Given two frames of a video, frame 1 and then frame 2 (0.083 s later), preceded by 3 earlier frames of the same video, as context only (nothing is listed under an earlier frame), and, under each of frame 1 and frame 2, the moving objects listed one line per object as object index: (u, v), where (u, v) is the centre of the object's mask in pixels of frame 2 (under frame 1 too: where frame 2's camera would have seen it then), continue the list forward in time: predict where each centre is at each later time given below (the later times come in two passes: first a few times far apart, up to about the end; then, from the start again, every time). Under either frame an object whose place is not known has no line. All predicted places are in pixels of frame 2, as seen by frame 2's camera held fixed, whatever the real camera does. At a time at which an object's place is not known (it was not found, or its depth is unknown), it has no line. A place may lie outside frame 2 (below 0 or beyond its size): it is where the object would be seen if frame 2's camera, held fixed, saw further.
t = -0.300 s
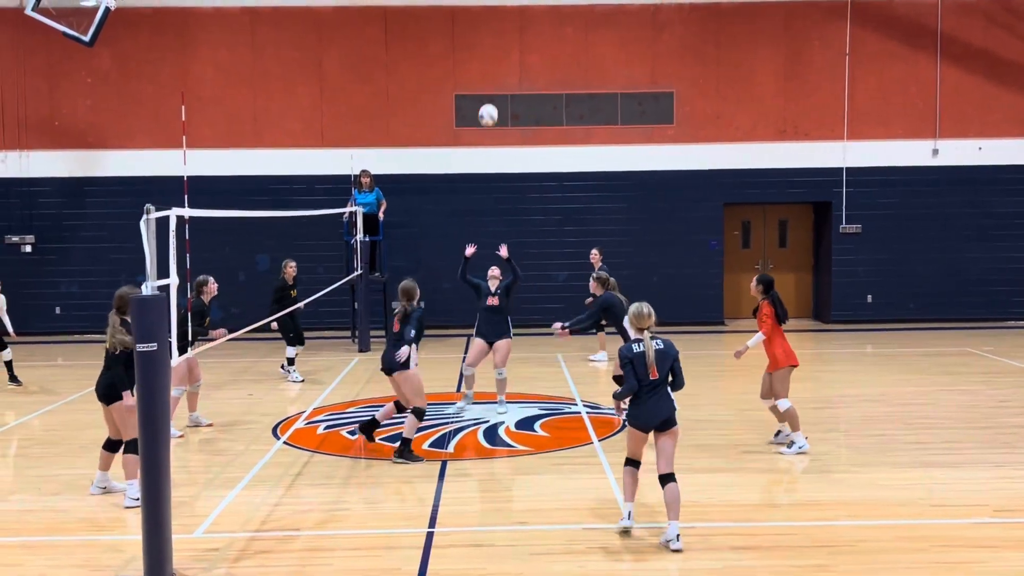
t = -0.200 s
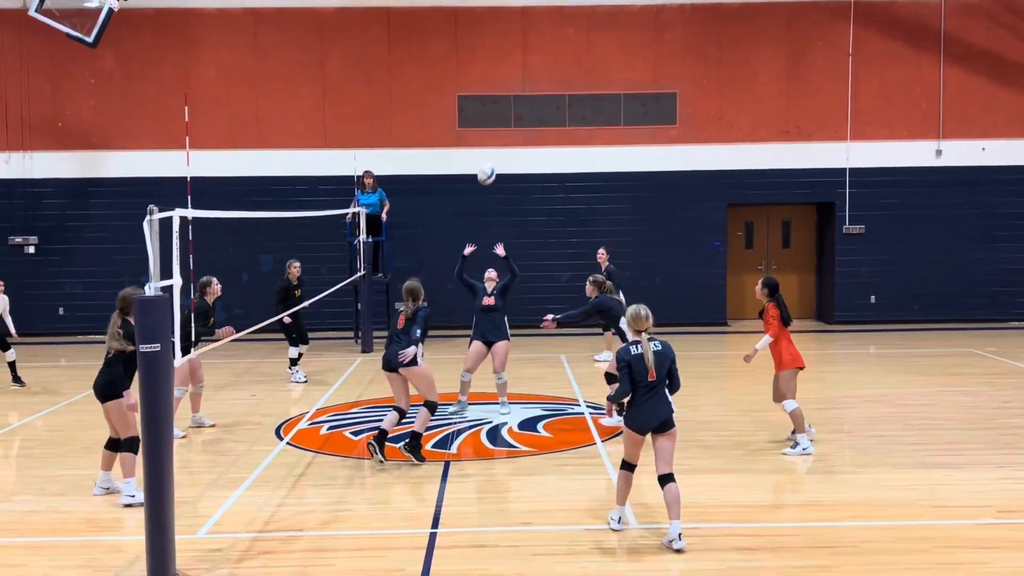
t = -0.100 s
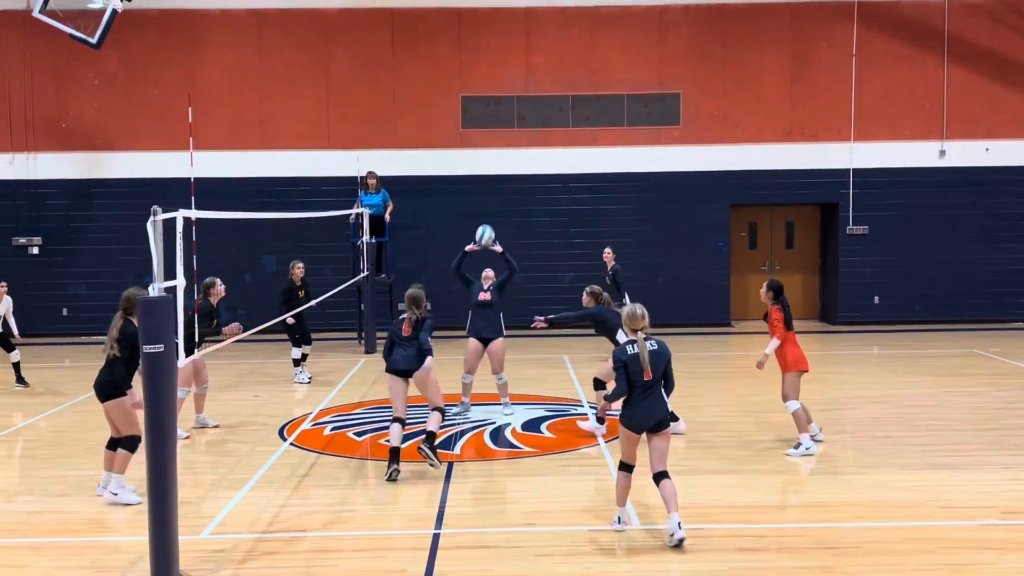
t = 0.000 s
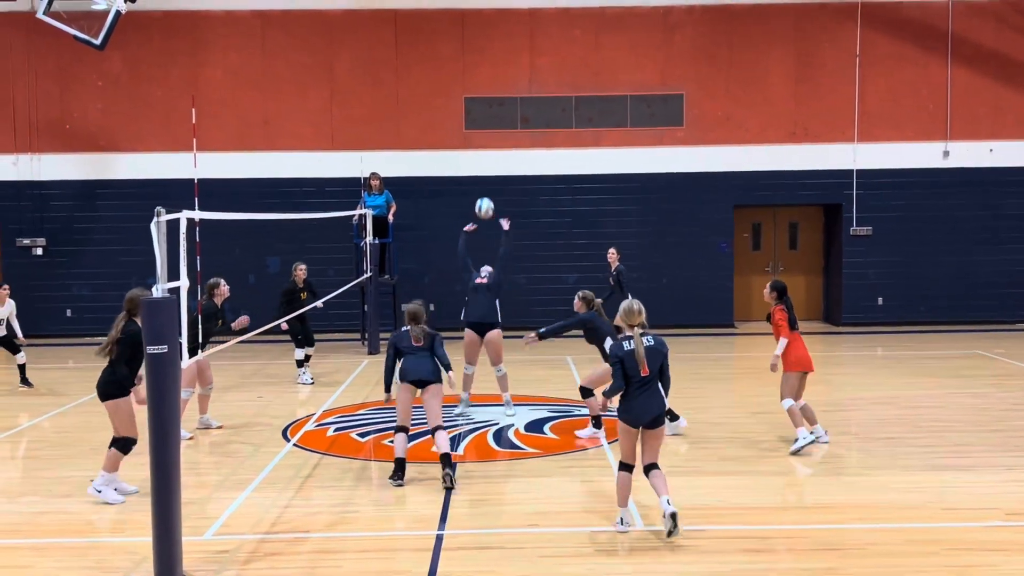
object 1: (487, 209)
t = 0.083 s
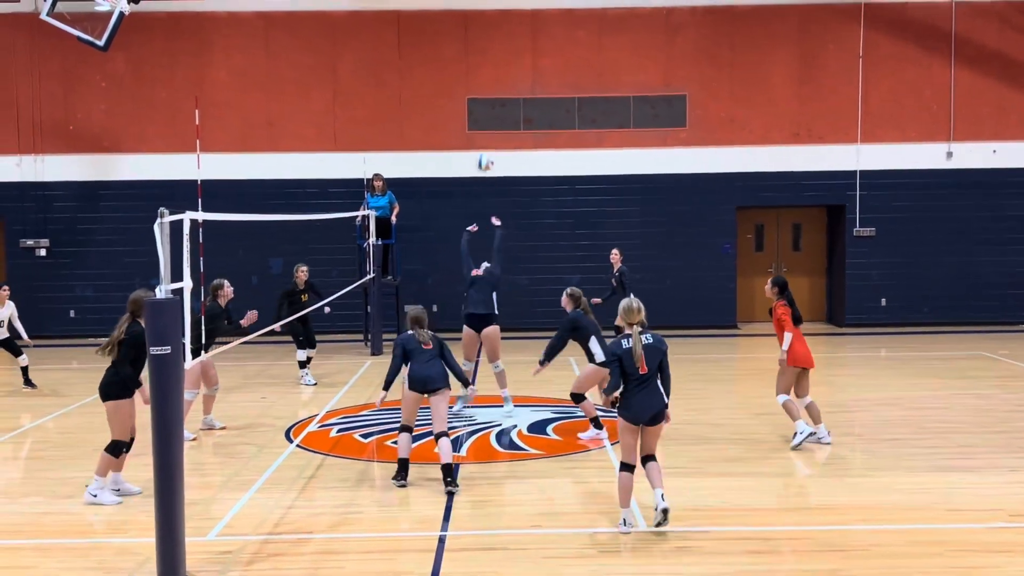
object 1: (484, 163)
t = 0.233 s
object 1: (479, 99)
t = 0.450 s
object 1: (475, 49)
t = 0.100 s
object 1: (484, 153)
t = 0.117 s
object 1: (483, 146)
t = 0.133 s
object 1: (483, 139)
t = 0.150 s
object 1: (482, 131)
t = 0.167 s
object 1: (482, 124)
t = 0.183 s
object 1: (481, 118)
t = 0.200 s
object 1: (481, 111)
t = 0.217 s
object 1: (480, 105)
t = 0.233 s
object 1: (479, 99)
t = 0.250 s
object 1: (479, 94)
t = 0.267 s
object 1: (479, 89)
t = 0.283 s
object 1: (478, 84)
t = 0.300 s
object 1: (478, 79)
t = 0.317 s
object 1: (478, 75)
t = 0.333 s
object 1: (478, 70)
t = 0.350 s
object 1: (477, 66)
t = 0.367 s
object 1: (476, 63)
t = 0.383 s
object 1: (476, 59)
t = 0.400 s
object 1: (476, 56)
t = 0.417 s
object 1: (476, 54)
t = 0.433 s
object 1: (475, 51)
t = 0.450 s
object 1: (475, 49)
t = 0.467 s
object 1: (475, 47)
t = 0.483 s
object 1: (474, 45)
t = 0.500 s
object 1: (474, 43)
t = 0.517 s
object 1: (474, 42)
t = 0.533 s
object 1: (474, 41)
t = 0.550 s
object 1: (473, 40)
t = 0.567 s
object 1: (473, 39)
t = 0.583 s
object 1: (473, 39)
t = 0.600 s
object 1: (473, 39)
